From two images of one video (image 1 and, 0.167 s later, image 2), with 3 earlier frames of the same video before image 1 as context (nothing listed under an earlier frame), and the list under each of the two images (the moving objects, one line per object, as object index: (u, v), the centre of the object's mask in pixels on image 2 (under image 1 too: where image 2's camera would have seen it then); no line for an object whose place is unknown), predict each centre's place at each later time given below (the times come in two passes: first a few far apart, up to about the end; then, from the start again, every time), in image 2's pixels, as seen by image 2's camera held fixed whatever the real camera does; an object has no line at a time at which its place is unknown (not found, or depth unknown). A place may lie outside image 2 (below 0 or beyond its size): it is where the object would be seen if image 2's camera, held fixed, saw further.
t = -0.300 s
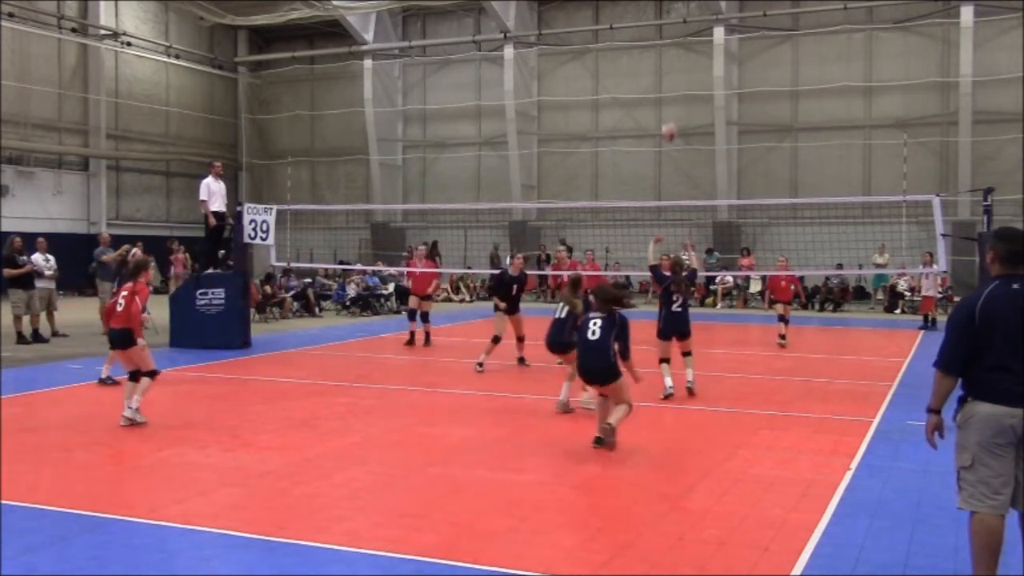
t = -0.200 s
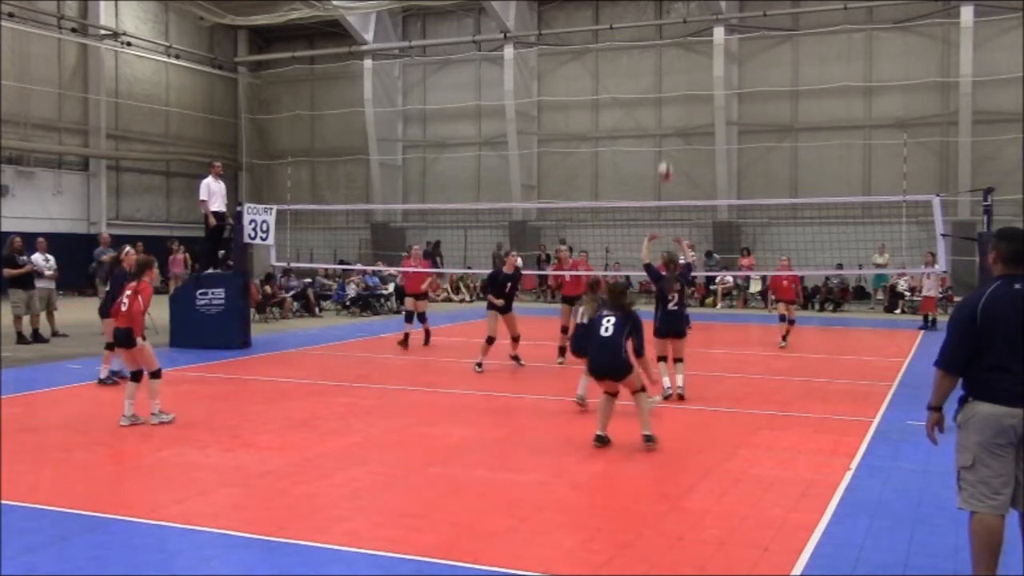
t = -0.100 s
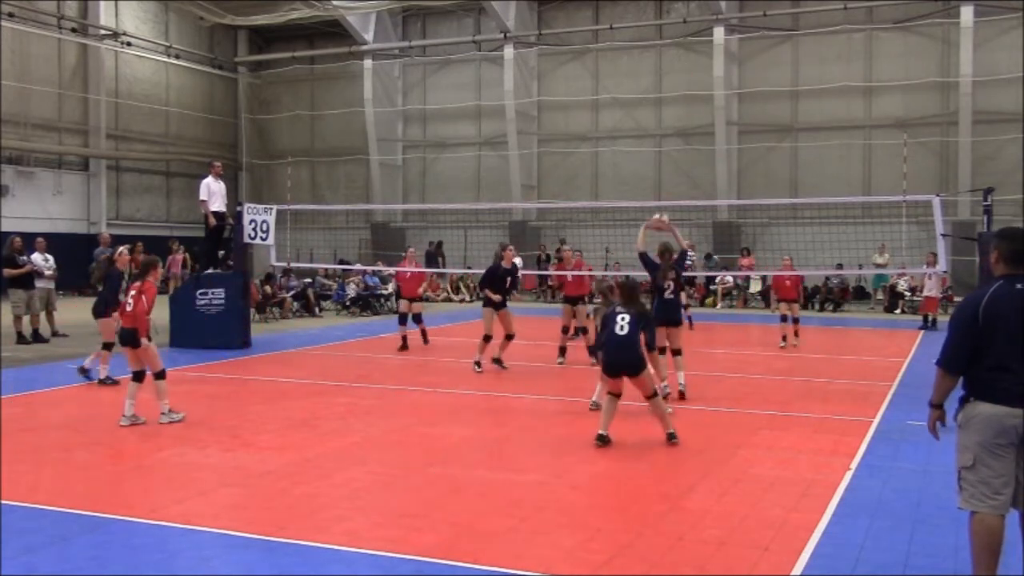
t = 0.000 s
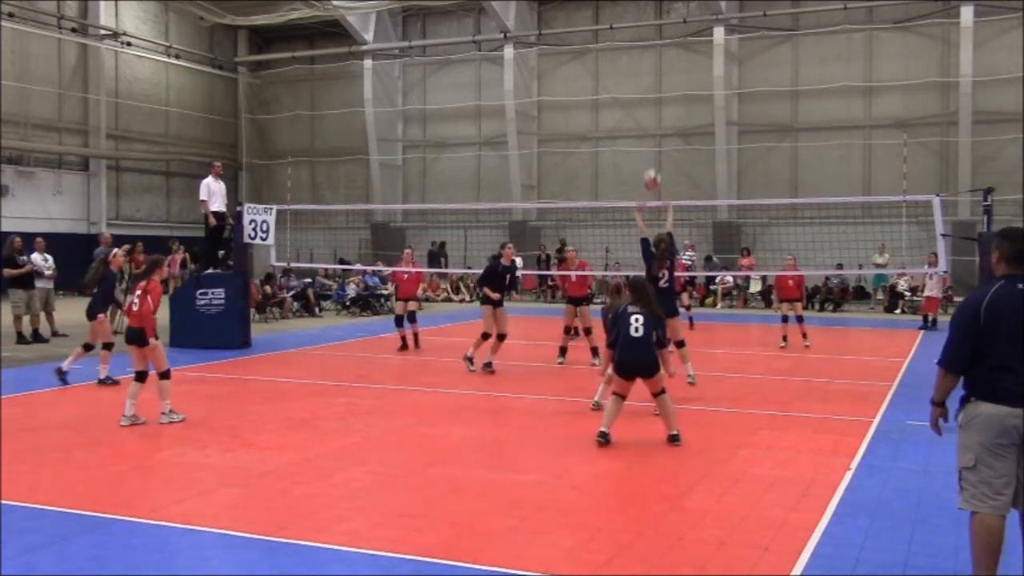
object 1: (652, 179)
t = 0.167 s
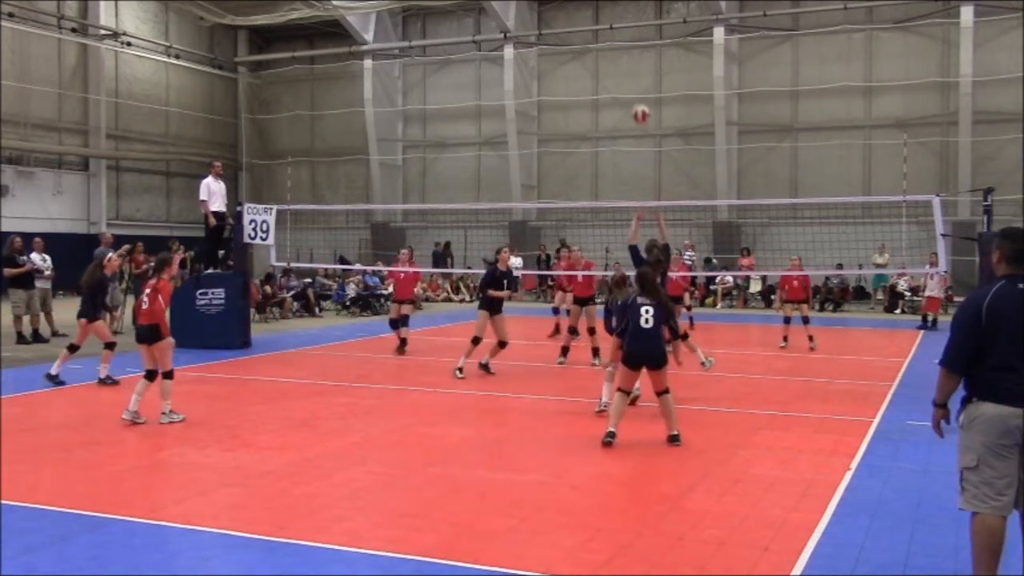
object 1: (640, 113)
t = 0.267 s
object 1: (634, 86)
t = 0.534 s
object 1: (616, 58)
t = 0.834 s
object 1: (596, 95)
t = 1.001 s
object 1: (585, 145)
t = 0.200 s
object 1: (639, 104)
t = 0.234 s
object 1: (636, 94)
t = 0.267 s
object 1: (634, 86)
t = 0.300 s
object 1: (631, 80)
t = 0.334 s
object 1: (629, 74)
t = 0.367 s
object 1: (627, 69)
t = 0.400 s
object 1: (625, 65)
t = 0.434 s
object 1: (622, 62)
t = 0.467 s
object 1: (620, 60)
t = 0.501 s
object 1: (618, 59)
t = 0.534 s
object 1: (616, 58)
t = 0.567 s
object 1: (613, 59)
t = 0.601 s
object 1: (611, 60)
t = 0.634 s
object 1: (609, 63)
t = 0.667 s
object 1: (607, 66)
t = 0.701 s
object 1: (604, 70)
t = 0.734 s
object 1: (602, 75)
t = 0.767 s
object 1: (600, 81)
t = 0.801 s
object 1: (597, 88)
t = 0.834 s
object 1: (596, 95)
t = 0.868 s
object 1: (594, 104)
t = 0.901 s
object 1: (591, 113)
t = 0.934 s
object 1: (589, 123)
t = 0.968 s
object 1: (587, 134)
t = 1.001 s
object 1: (585, 145)
